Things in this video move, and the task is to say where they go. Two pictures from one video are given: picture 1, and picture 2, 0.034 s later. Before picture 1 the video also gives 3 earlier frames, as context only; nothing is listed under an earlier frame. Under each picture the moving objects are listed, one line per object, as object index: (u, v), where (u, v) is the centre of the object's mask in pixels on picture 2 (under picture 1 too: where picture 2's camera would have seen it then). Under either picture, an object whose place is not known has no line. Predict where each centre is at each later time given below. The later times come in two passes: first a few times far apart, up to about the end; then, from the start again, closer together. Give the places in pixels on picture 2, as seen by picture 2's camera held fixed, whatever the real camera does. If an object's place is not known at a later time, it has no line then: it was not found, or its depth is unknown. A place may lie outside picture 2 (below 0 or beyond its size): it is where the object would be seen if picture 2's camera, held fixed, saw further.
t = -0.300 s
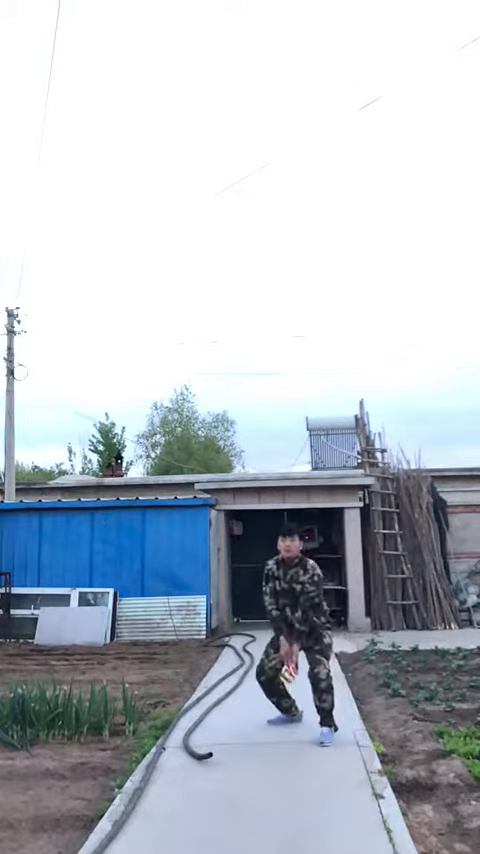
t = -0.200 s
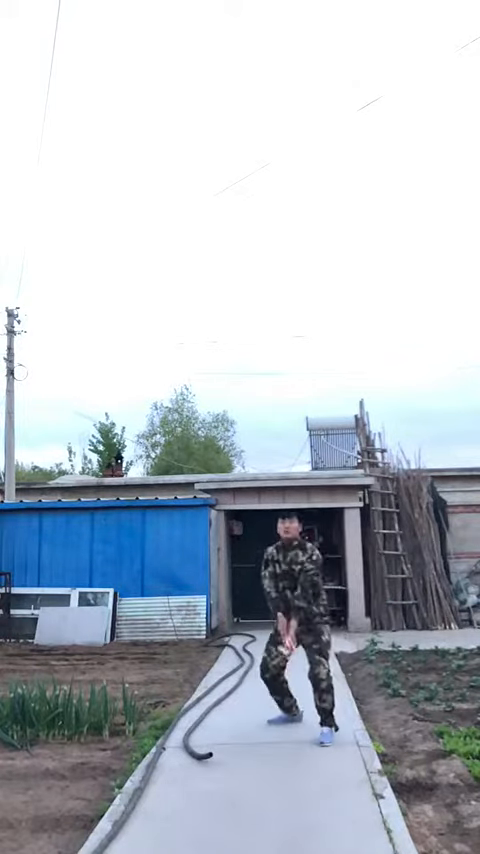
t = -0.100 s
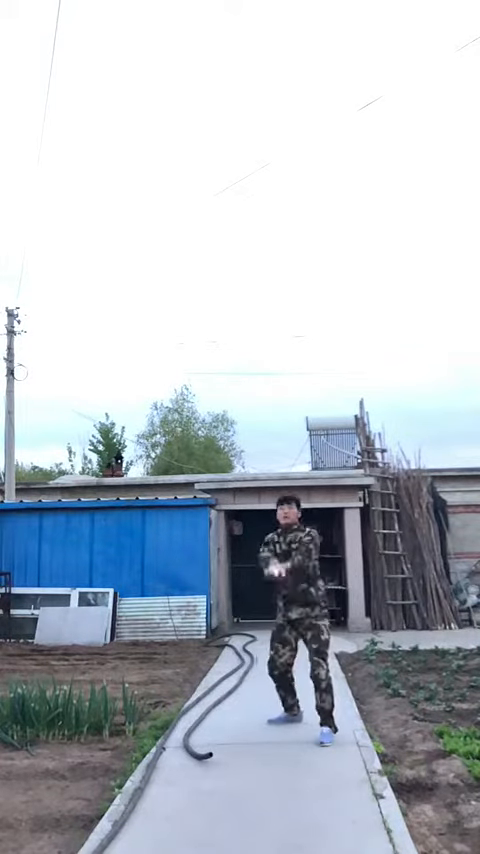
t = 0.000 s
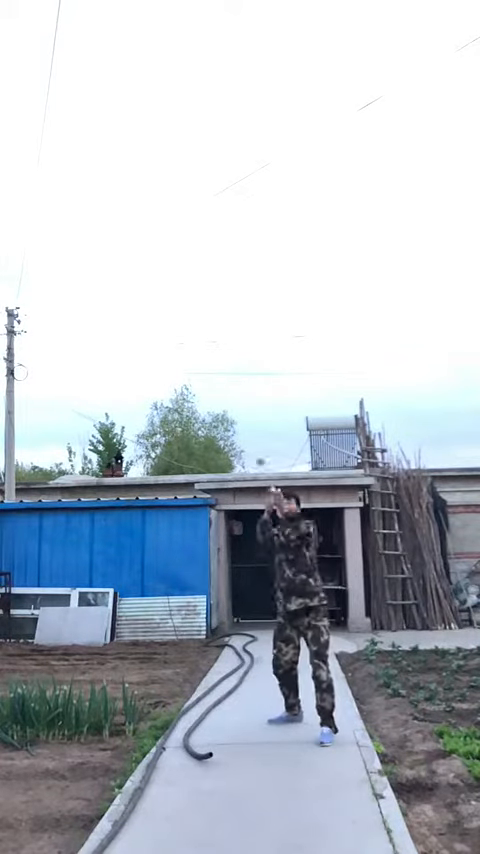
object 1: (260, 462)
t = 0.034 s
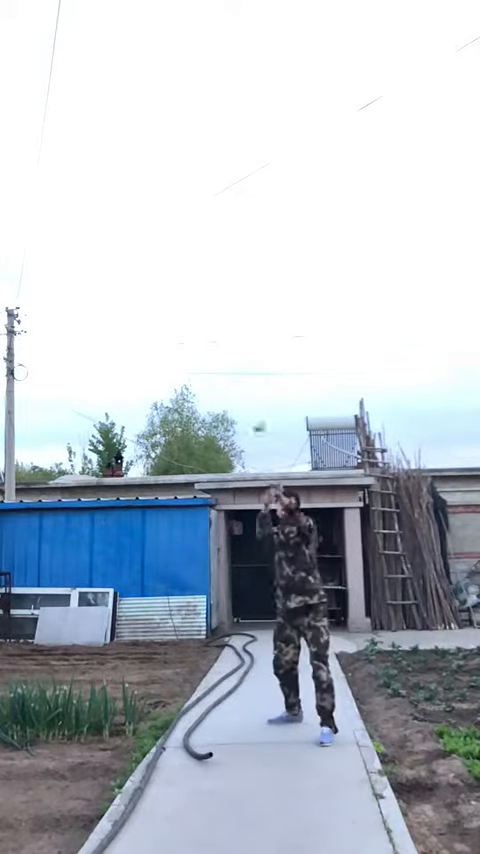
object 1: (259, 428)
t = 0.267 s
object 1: (243, 260)
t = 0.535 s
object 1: (228, 173)
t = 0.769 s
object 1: (217, 178)
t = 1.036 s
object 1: (200, 227)
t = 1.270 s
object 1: (171, 303)
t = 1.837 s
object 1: (136, 812)
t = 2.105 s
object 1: (206, 802)
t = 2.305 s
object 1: (249, 790)
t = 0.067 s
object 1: (257, 397)
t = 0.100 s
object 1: (254, 370)
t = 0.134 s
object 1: (252, 344)
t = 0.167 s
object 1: (249, 320)
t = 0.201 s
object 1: (247, 298)
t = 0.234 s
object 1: (245, 278)
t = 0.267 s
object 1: (243, 260)
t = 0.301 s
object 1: (241, 243)
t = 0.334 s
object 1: (239, 229)
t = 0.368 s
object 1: (237, 215)
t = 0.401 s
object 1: (235, 204)
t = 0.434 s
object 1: (233, 194)
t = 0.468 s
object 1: (231, 186)
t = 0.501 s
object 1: (230, 178)
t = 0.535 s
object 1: (228, 173)
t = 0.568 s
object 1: (227, 169)
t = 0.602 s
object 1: (225, 167)
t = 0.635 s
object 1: (223, 167)
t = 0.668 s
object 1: (221, 167)
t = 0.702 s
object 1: (220, 169)
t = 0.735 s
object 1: (218, 172)
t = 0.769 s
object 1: (217, 178)
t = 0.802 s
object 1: (216, 184)
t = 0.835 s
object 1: (214, 192)
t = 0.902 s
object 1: (212, 212)
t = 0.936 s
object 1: (211, 221)
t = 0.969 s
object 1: (207, 221)
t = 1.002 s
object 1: (203, 224)
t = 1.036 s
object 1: (200, 227)
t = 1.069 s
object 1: (196, 234)
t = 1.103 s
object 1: (192, 240)
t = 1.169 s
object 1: (184, 260)
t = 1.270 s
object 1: (171, 303)
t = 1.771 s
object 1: (119, 812)
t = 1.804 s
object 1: (126, 815)
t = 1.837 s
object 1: (136, 812)
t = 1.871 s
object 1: (147, 811)
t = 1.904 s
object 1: (156, 813)
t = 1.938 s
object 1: (167, 814)
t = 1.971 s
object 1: (175, 808)
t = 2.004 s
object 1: (182, 803)
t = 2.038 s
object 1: (191, 799)
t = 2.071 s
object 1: (200, 802)
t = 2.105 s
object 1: (206, 802)
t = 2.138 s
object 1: (216, 797)
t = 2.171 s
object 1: (224, 794)
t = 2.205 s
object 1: (231, 794)
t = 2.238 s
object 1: (237, 792)
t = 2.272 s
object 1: (245, 790)
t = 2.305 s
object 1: (249, 790)
